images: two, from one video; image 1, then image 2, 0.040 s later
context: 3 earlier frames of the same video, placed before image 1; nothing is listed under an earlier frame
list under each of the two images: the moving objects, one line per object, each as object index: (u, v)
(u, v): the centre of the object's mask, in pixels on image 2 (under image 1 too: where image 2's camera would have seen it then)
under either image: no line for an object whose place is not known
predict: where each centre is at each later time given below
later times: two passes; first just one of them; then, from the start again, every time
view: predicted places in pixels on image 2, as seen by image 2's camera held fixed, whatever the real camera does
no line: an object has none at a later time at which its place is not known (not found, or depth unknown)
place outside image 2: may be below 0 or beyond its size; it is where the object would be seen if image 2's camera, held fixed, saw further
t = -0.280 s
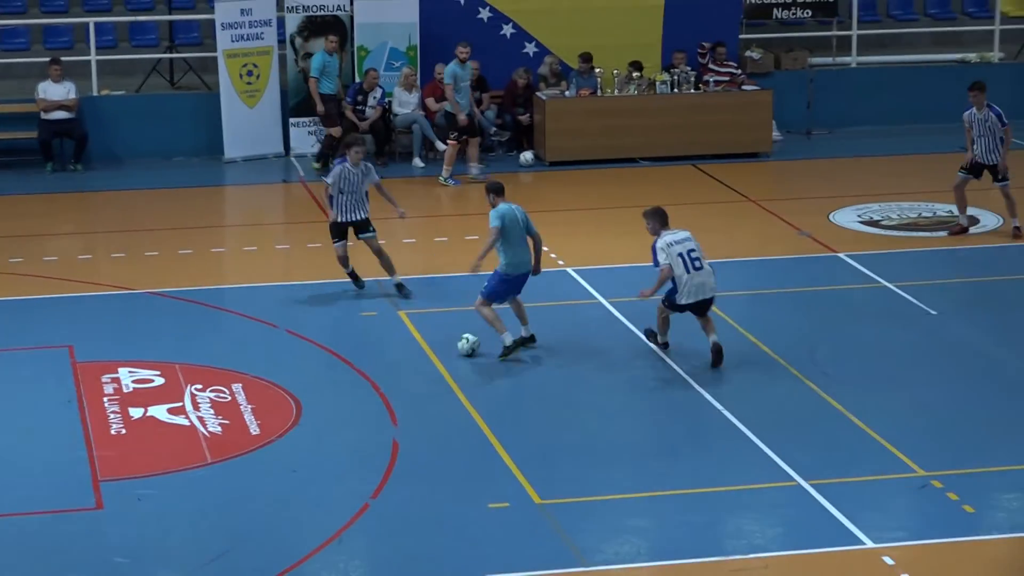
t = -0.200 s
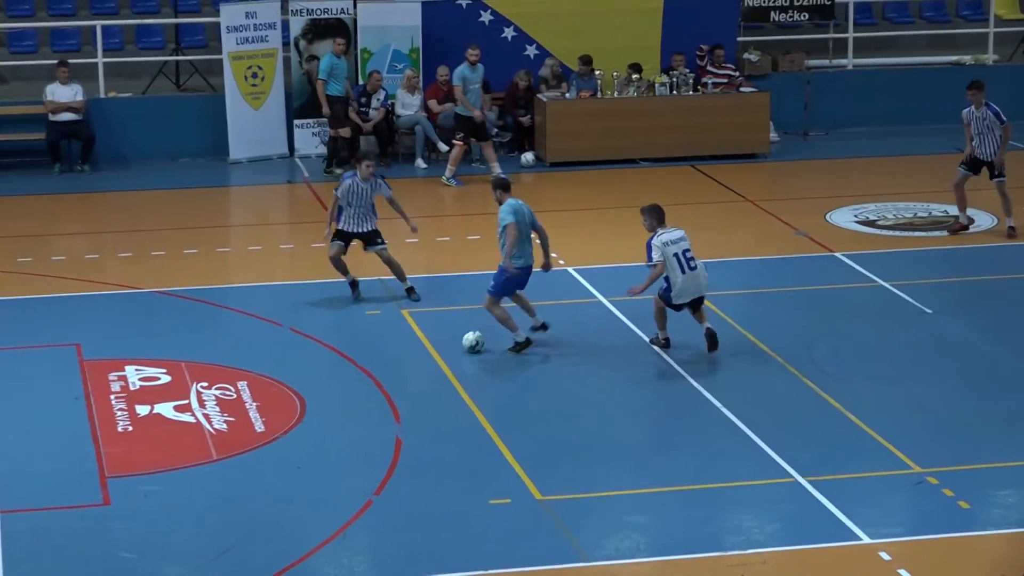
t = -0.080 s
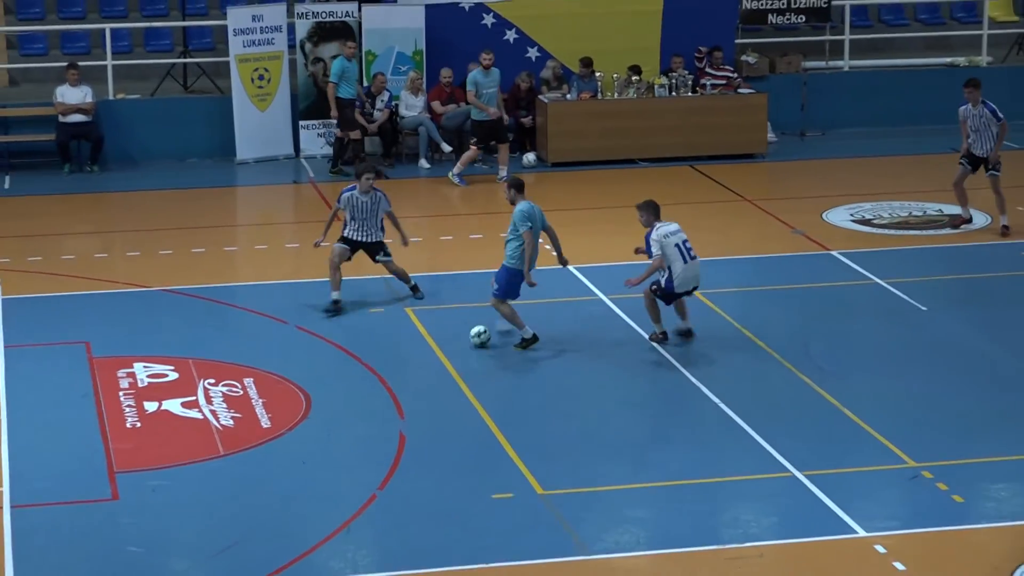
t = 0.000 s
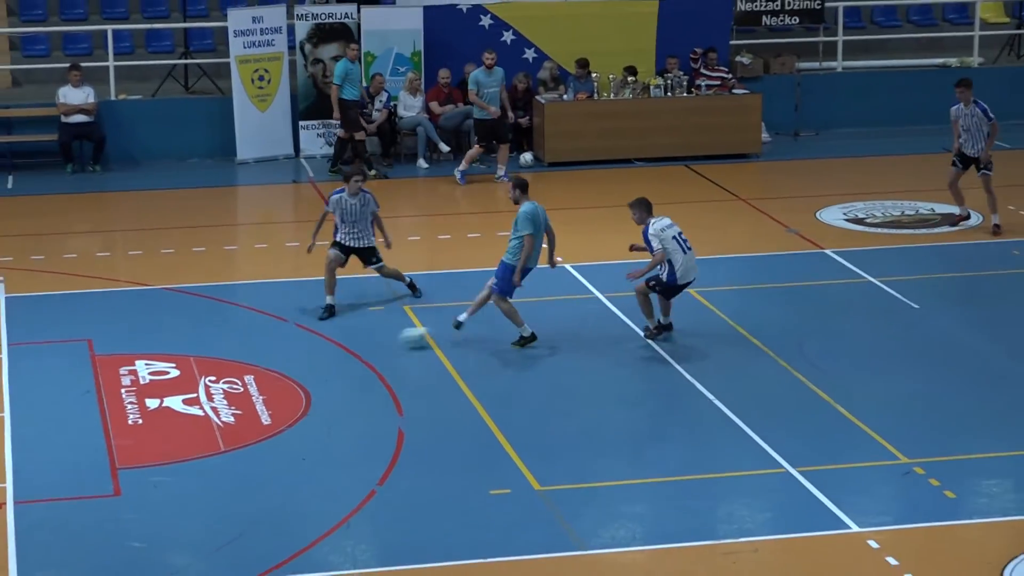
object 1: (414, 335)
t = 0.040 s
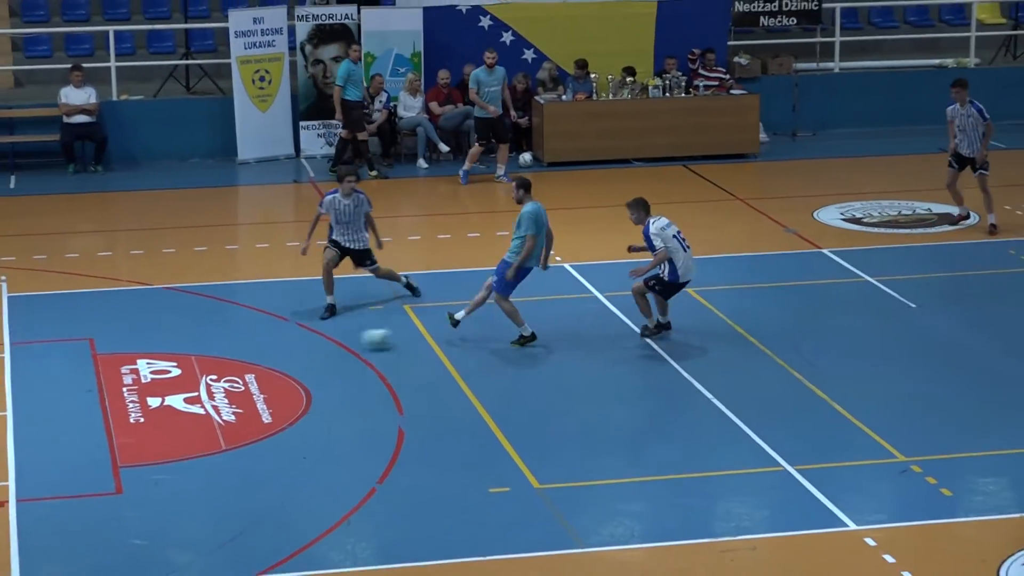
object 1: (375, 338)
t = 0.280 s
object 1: (158, 349)
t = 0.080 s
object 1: (338, 340)
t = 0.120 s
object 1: (300, 342)
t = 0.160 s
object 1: (264, 344)
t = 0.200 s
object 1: (227, 346)
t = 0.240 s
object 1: (192, 347)
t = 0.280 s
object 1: (158, 349)
